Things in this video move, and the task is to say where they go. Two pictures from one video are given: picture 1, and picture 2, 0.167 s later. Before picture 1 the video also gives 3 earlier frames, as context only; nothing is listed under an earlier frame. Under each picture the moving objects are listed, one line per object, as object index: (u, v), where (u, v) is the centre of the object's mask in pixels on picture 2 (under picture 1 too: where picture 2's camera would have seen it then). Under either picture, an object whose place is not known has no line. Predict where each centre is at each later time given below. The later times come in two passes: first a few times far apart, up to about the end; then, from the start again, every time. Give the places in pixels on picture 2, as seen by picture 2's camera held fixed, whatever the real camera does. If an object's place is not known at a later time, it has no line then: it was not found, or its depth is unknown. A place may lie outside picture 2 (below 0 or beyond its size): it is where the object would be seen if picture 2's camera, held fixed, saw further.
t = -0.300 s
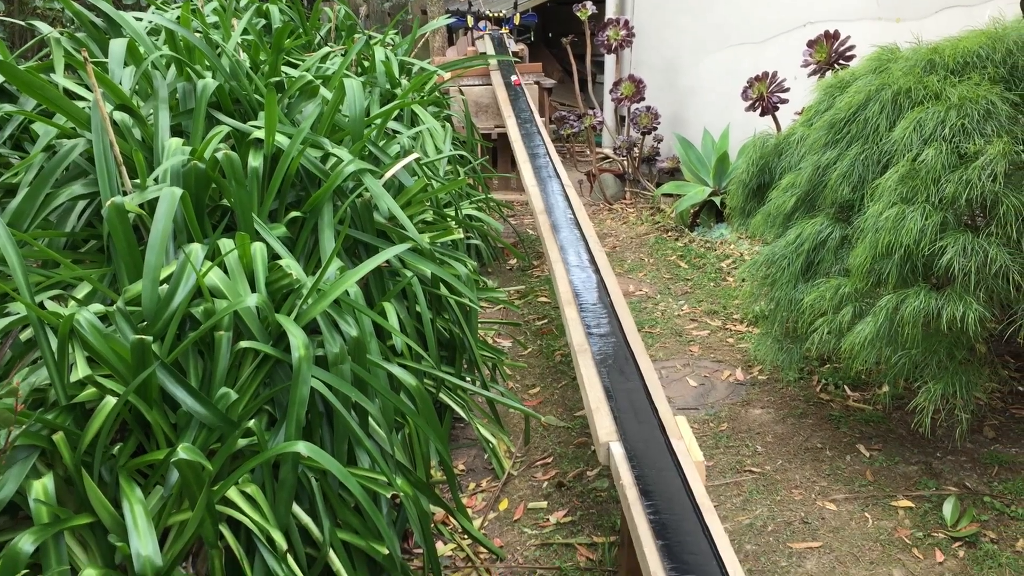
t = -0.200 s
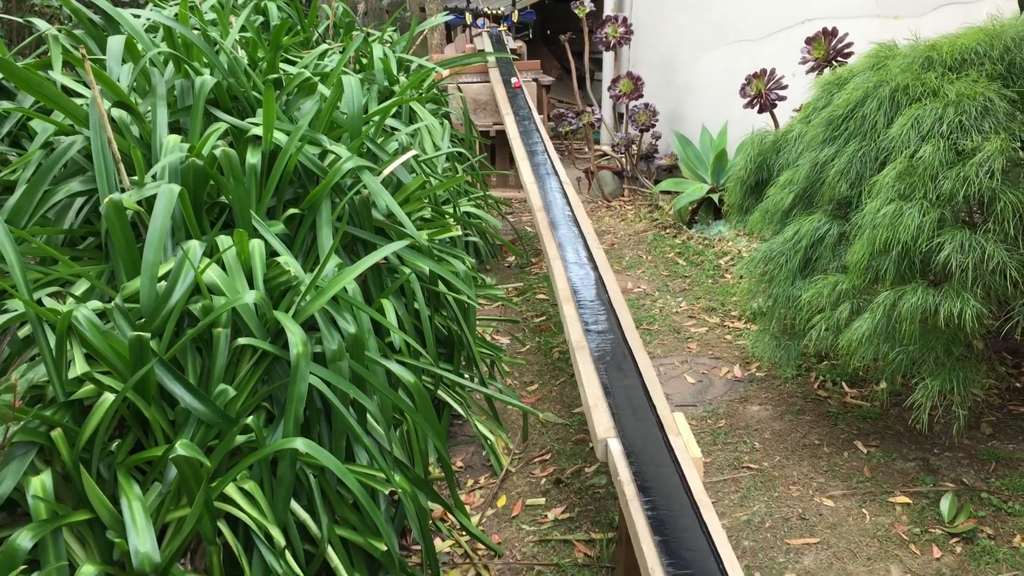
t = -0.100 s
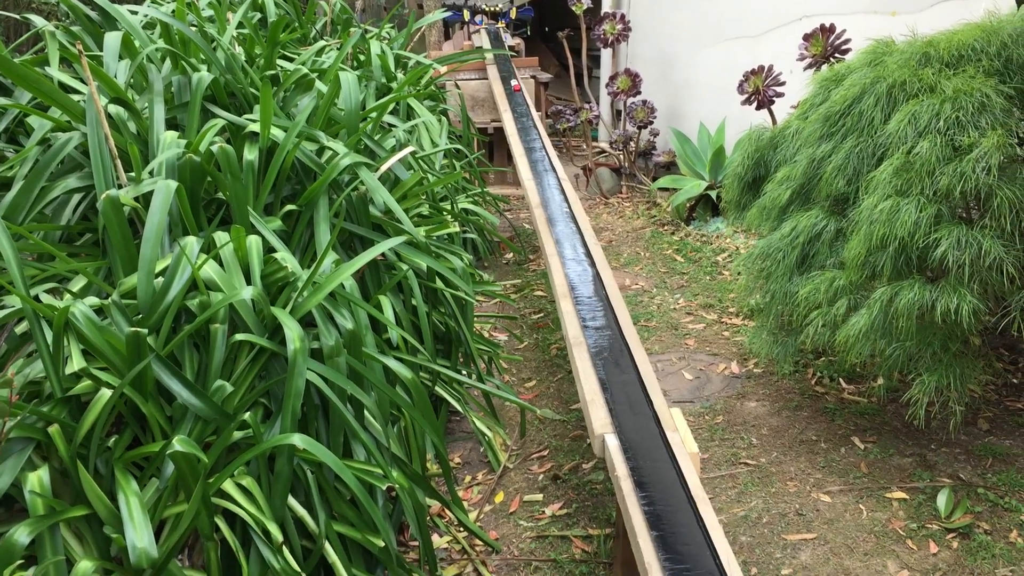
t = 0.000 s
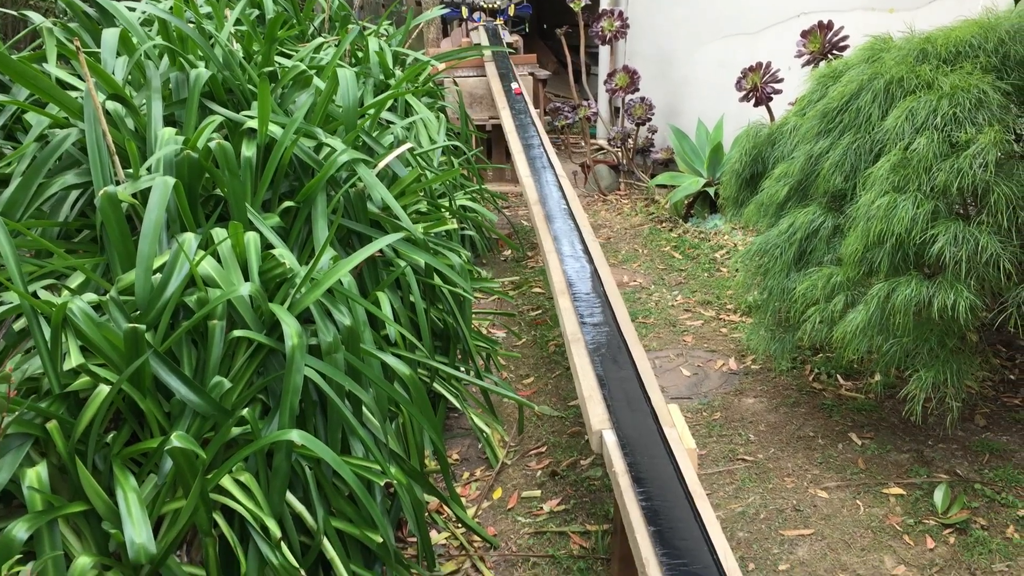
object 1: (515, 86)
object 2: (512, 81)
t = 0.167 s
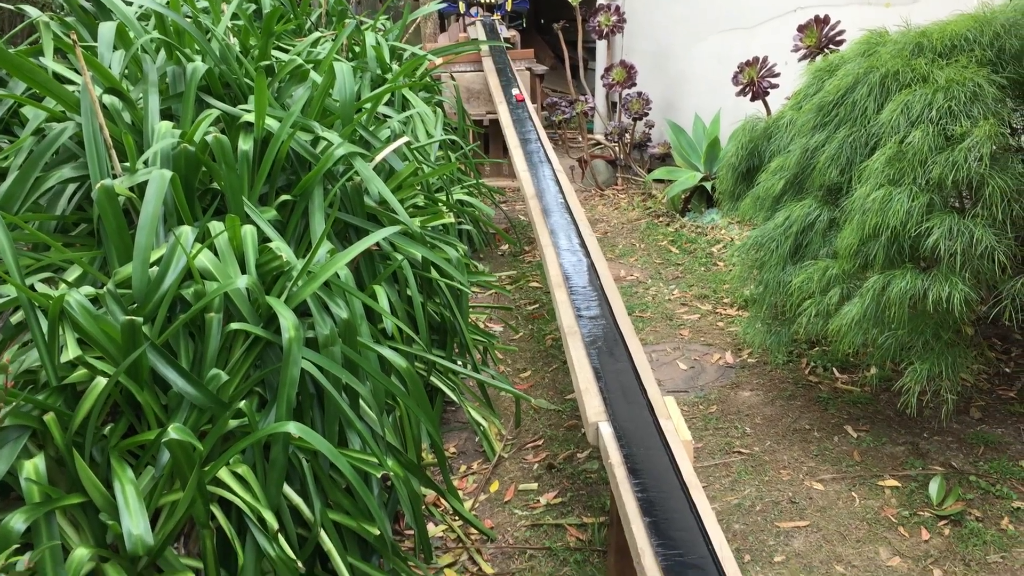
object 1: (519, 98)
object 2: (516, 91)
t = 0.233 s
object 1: (521, 102)
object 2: (516, 97)
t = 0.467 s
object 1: (517, 125)
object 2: (526, 117)
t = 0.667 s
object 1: (526, 146)
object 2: (534, 137)
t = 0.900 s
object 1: (549, 177)
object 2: (545, 166)
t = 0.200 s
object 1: (520, 100)
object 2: (516, 94)
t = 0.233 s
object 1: (521, 102)
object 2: (516, 97)
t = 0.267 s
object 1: (521, 105)
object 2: (517, 99)
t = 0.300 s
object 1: (521, 108)
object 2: (518, 102)
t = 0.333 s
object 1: (520, 111)
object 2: (520, 104)
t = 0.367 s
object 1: (519, 115)
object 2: (521, 107)
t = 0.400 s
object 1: (518, 118)
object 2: (523, 110)
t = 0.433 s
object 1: (517, 121)
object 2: (524, 114)
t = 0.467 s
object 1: (517, 125)
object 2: (526, 117)
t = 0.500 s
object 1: (519, 128)
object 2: (528, 120)
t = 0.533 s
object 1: (520, 131)
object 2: (530, 123)
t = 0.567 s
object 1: (522, 135)
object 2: (531, 126)
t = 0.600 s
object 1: (523, 139)
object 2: (532, 130)
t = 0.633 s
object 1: (525, 142)
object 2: (533, 134)
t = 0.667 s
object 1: (526, 146)
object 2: (534, 137)
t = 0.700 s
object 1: (528, 150)
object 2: (536, 141)
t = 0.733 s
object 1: (530, 154)
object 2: (537, 145)
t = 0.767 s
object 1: (534, 158)
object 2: (538, 149)
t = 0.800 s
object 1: (537, 163)
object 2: (540, 153)
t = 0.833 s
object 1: (540, 167)
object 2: (541, 157)
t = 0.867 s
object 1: (545, 172)
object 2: (543, 161)
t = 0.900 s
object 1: (549, 177)
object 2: (545, 166)
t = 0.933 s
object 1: (554, 182)
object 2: (547, 171)
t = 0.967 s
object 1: (556, 187)
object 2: (549, 176)
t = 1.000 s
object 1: (557, 193)
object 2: (551, 181)
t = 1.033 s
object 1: (559, 199)
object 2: (553, 187)
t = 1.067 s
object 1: (562, 205)
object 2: (556, 192)
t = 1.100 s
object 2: (559, 199)
